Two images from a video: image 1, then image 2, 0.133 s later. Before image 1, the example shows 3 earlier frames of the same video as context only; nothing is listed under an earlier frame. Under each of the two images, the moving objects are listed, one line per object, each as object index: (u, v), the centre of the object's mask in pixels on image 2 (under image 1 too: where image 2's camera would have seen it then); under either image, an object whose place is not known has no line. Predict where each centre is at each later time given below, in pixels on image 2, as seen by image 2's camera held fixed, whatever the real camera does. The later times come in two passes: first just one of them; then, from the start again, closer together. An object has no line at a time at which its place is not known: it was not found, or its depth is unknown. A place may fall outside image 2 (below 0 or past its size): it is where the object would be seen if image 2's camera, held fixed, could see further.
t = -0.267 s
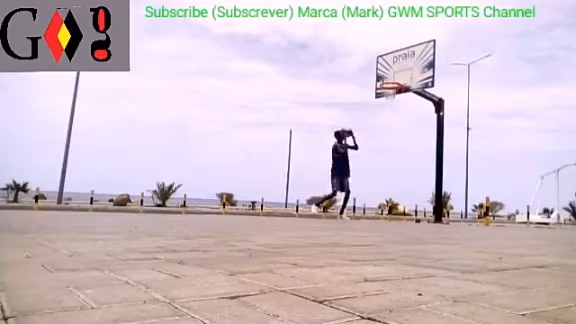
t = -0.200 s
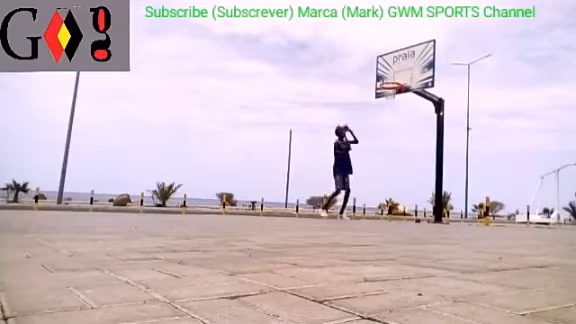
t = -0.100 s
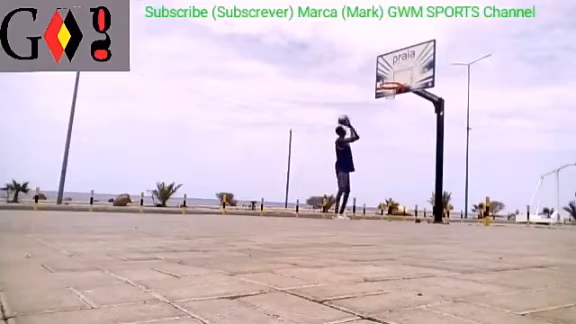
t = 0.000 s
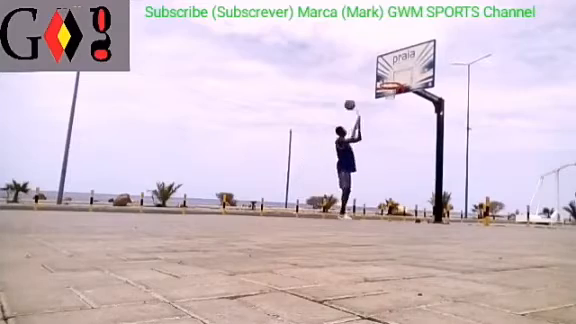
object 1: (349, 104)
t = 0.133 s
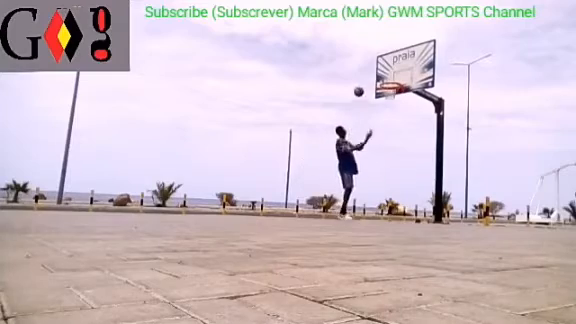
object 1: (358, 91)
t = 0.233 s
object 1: (365, 87)
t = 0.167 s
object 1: (360, 89)
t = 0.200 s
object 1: (362, 88)
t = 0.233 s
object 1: (365, 87)
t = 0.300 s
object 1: (369, 86)
